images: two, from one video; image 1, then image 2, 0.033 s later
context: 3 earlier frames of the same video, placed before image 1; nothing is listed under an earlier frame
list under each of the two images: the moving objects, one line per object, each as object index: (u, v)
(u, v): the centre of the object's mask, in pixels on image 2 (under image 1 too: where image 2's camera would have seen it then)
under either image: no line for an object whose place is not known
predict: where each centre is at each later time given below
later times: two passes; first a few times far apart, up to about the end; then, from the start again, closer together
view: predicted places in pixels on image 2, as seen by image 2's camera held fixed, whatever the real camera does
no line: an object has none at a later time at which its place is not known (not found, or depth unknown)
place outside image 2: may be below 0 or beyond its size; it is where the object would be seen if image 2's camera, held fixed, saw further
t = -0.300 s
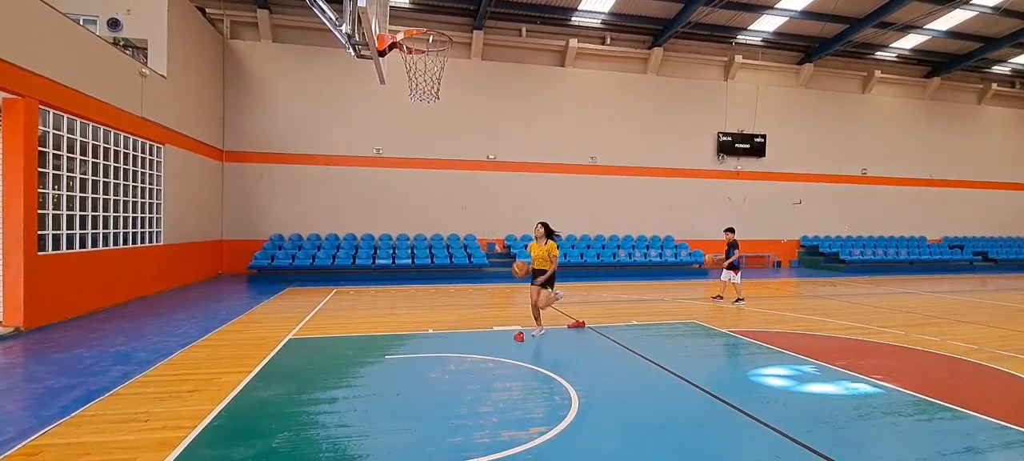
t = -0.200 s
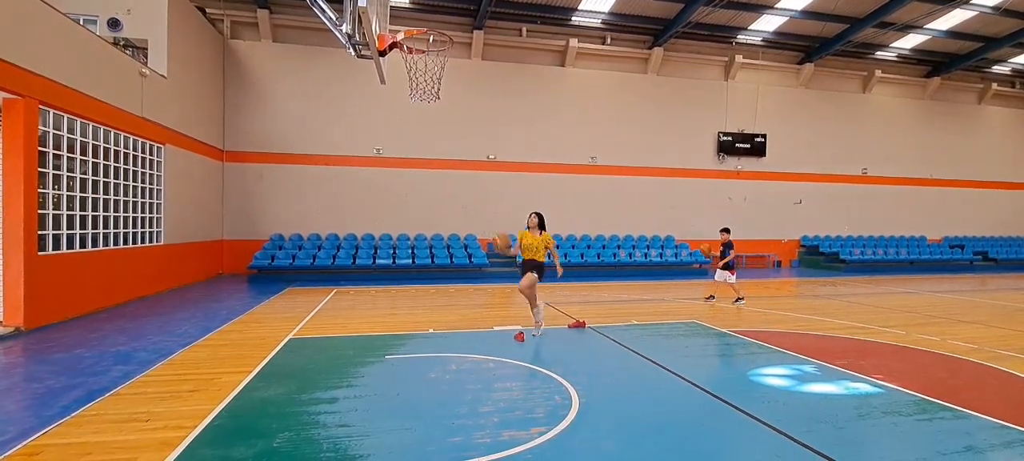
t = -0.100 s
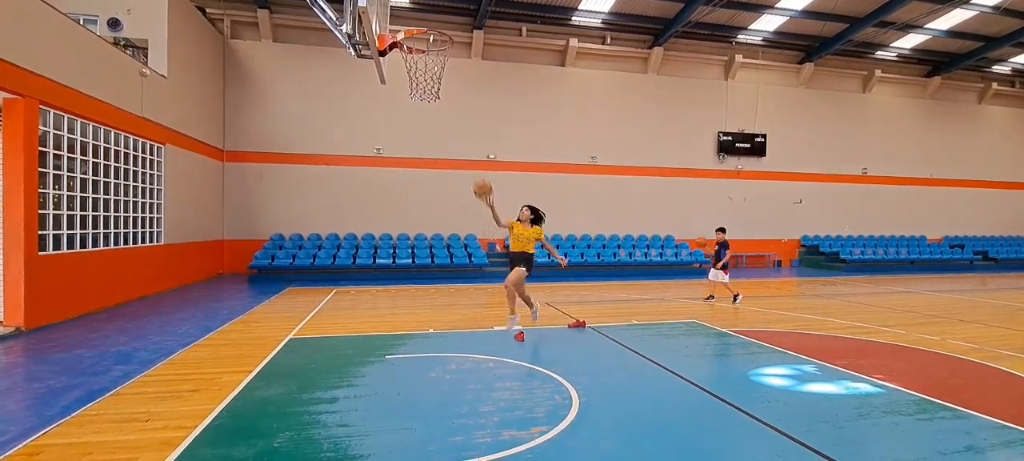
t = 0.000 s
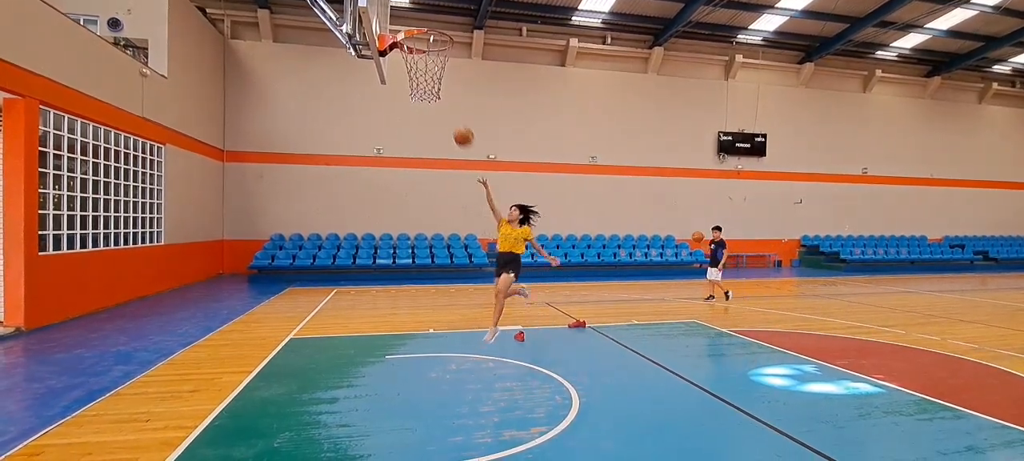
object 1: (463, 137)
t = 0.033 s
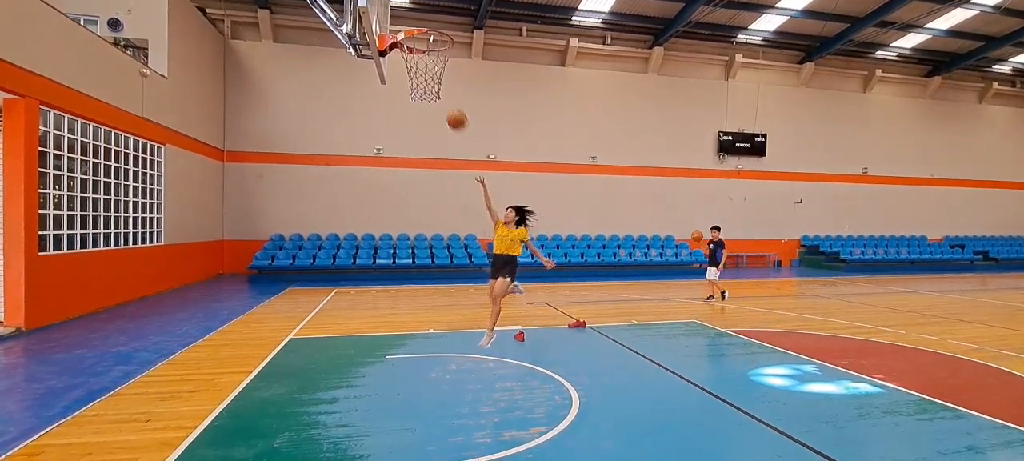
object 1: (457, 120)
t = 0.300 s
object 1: (400, 8)
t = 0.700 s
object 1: (479, 10)
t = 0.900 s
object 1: (522, 75)
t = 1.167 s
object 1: (586, 254)
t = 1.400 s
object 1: (633, 341)
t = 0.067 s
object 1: (450, 104)
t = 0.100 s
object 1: (444, 88)
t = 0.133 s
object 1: (435, 73)
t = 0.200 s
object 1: (419, 44)
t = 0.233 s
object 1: (409, 22)
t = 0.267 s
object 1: (403, 17)
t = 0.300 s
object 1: (400, 8)
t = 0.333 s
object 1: (406, 6)
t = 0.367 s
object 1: (413, 4)
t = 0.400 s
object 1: (417, 2)
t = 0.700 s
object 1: (479, 10)
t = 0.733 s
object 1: (486, 14)
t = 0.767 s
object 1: (492, 22)
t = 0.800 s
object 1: (500, 33)
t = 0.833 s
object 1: (508, 46)
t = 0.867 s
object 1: (515, 60)
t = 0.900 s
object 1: (522, 75)
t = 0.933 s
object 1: (530, 92)
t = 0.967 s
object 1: (537, 110)
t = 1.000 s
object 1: (545, 129)
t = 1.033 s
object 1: (552, 151)
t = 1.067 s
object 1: (559, 176)
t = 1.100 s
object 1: (568, 198)
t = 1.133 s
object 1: (577, 223)
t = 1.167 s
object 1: (586, 254)
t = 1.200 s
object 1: (595, 282)
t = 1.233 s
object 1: (603, 314)
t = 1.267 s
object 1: (613, 348)
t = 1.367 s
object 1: (630, 367)
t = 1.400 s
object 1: (633, 341)
